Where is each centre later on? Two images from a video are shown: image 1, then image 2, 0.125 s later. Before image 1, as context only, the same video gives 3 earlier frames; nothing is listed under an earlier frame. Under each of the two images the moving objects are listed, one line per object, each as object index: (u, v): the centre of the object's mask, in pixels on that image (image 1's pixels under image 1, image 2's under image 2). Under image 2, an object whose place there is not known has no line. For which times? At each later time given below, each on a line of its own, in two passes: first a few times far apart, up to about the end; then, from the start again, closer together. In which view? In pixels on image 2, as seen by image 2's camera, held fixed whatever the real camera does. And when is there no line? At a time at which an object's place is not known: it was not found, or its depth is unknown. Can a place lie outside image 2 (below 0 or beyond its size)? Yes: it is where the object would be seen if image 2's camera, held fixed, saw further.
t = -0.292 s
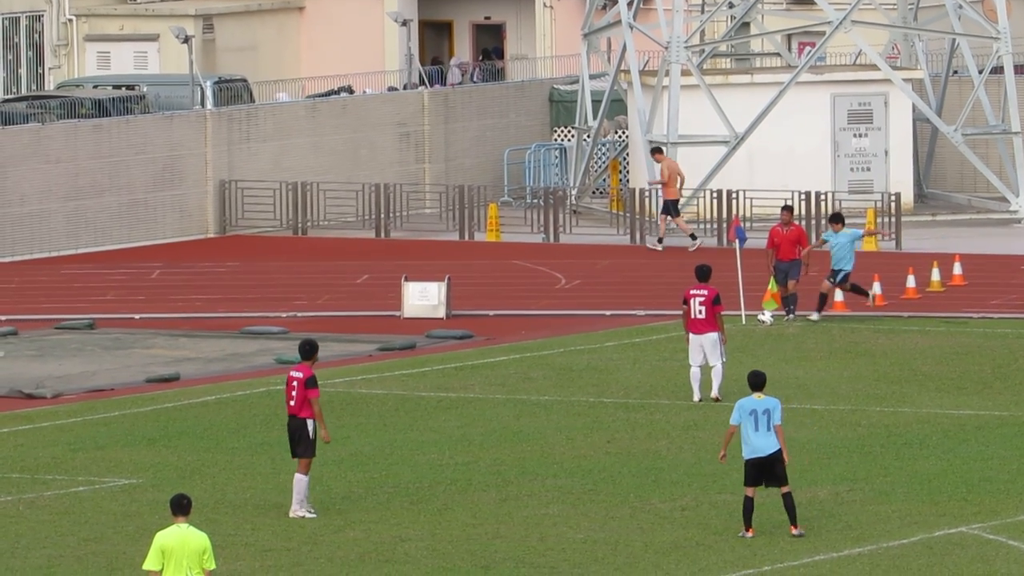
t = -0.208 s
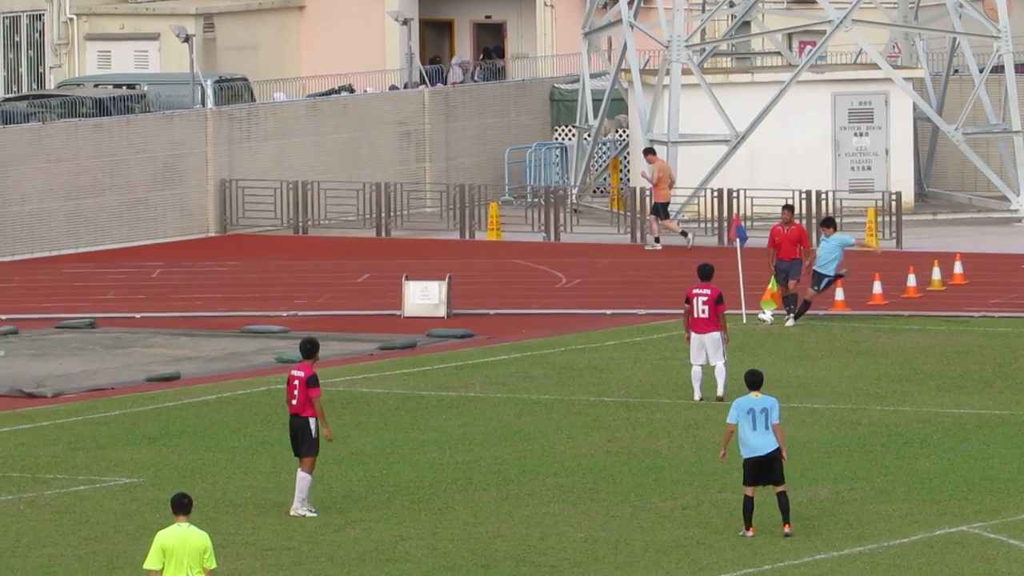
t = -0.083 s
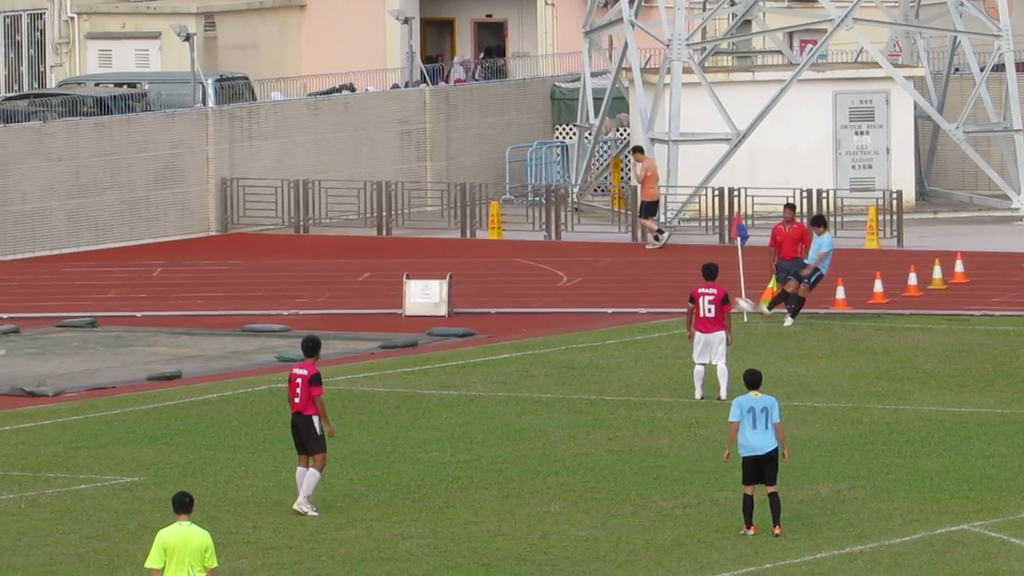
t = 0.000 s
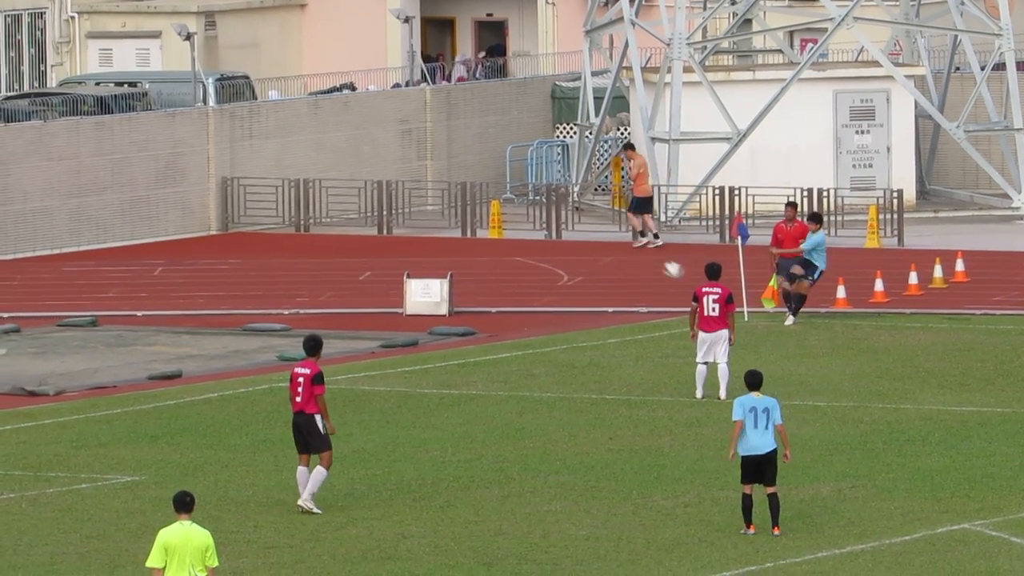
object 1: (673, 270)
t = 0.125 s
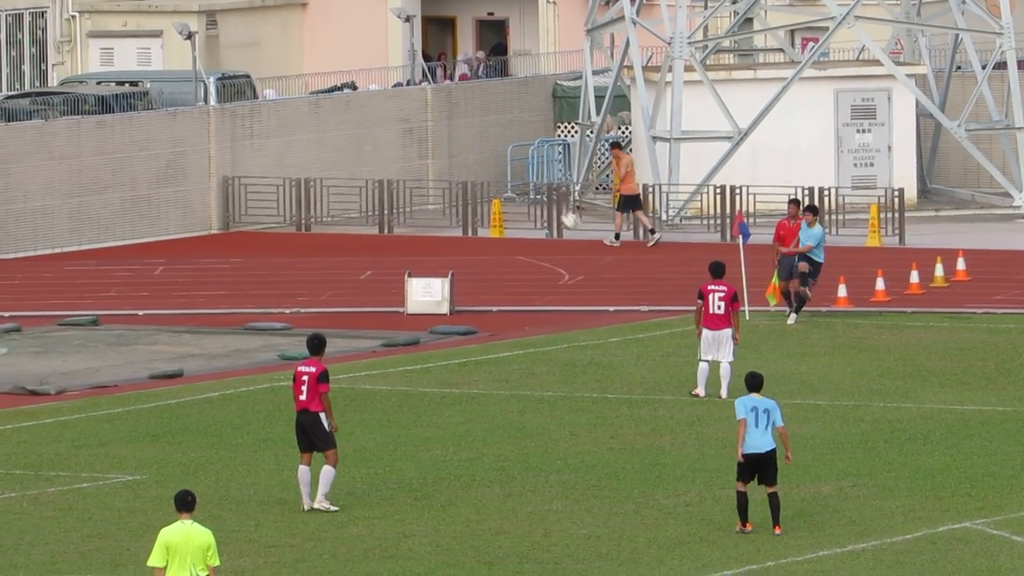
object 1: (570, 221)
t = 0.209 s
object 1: (503, 192)
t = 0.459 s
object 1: (304, 122)
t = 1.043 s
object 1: (-123, 56)
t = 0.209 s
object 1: (503, 192)
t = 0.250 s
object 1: (470, 178)
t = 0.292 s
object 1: (436, 166)
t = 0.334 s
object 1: (403, 154)
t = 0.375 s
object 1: (370, 141)
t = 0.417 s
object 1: (337, 131)
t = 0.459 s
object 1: (304, 122)
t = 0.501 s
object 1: (272, 112)
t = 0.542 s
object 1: (241, 102)
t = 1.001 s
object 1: (-91, 53)
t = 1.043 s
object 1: (-123, 56)
